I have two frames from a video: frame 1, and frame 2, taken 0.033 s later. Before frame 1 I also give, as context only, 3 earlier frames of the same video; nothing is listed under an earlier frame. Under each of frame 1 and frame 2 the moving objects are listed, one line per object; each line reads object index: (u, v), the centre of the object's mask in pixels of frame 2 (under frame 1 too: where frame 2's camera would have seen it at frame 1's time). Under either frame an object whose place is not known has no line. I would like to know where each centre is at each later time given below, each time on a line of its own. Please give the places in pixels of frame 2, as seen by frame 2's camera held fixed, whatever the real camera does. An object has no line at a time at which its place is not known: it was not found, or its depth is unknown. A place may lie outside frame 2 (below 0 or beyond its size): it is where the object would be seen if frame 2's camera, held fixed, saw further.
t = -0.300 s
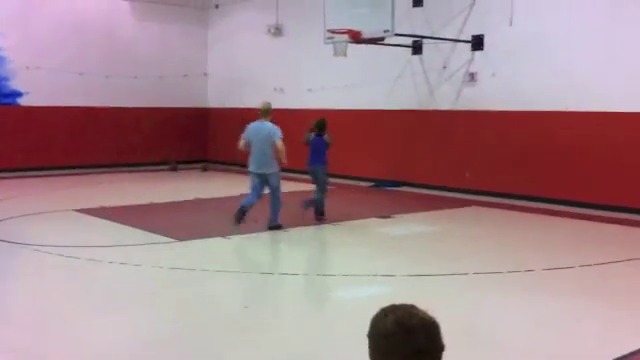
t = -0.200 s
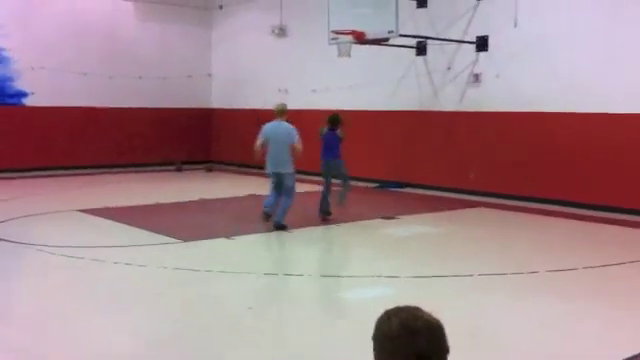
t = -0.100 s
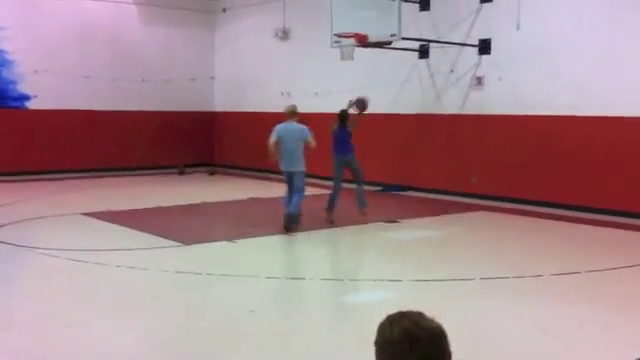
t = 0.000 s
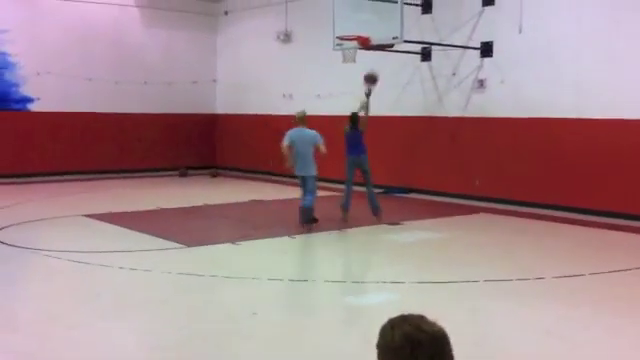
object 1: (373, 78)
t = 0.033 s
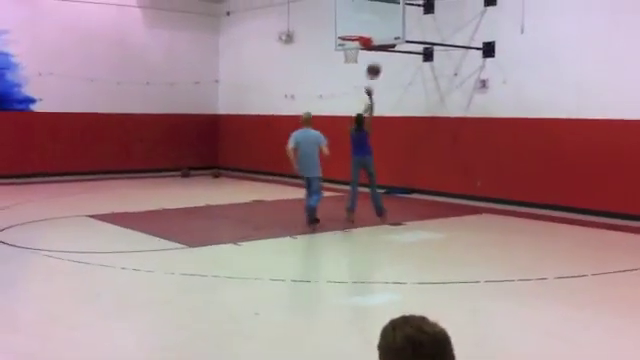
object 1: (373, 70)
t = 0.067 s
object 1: (374, 62)
